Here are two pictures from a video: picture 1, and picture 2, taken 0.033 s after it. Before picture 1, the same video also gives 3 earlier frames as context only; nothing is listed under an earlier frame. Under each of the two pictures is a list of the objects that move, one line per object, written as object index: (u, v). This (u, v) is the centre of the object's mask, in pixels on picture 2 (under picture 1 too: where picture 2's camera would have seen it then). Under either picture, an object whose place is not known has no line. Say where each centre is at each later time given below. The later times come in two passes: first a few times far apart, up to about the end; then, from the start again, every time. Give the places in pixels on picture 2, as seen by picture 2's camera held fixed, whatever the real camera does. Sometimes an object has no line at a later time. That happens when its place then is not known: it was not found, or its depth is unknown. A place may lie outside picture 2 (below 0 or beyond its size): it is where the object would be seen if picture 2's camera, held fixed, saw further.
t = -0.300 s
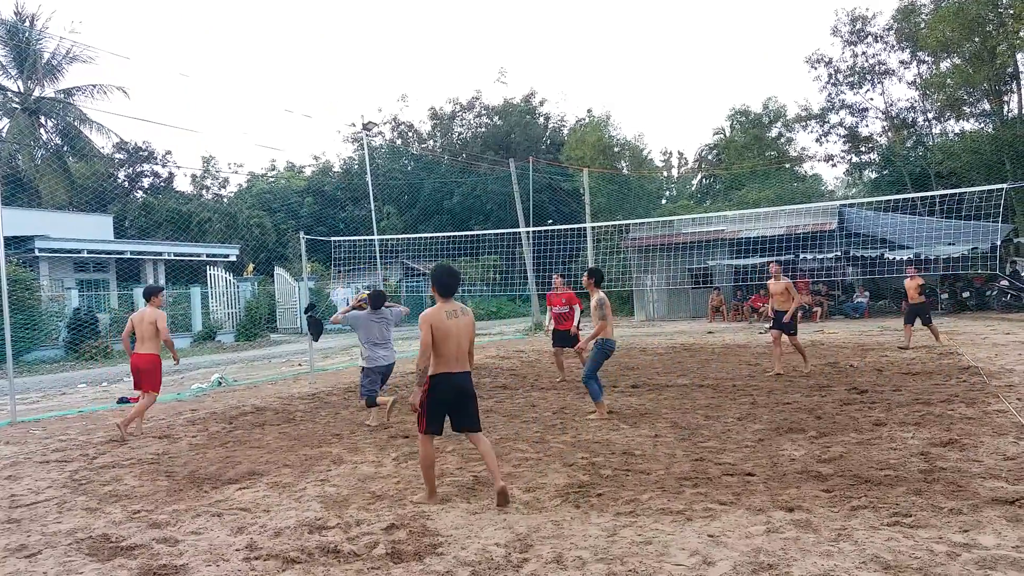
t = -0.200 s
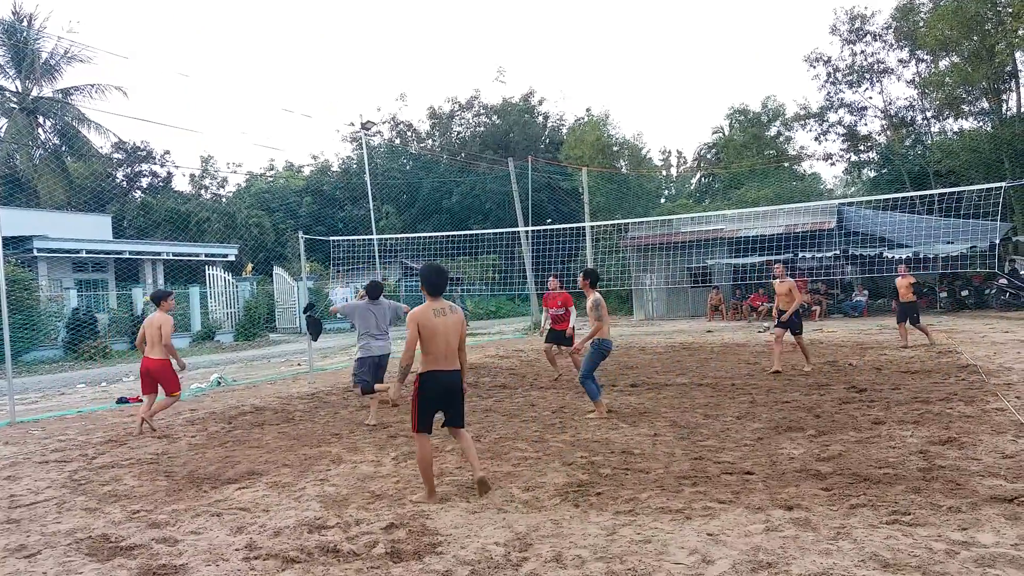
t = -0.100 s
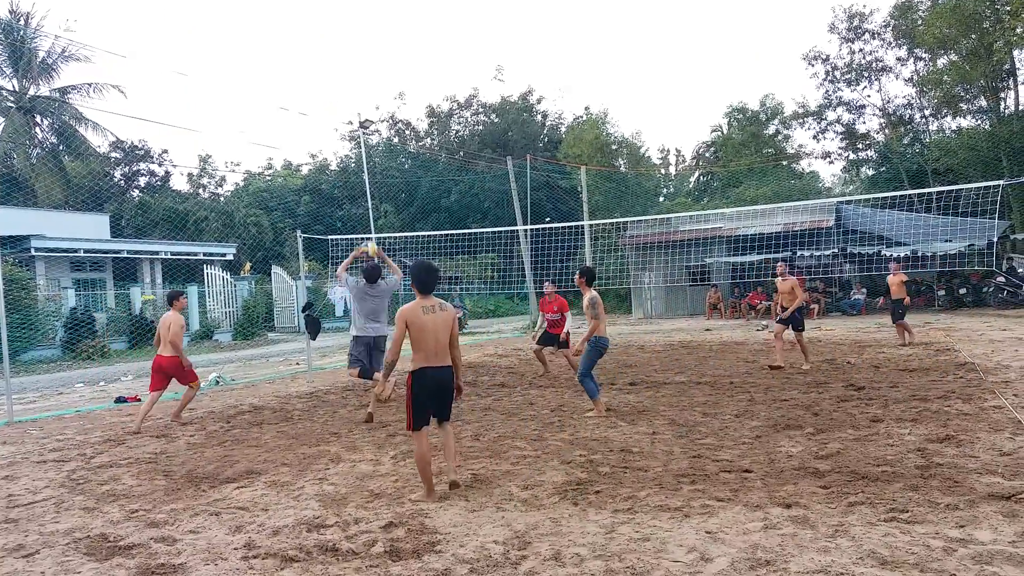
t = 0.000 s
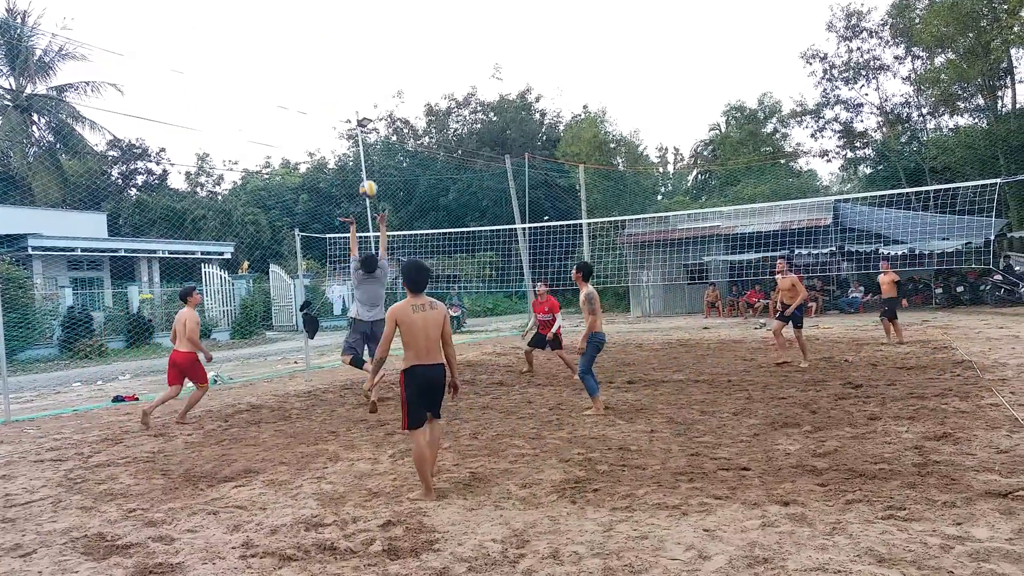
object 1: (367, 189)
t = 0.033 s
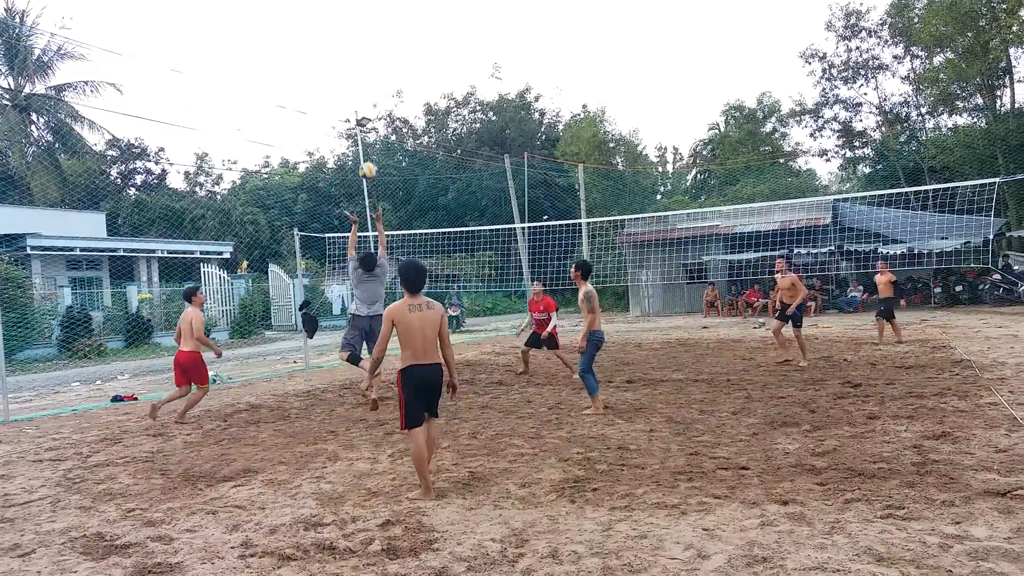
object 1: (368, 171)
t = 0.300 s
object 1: (375, 71)
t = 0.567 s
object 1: (387, 37)
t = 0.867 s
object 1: (405, 63)
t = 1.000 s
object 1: (413, 94)
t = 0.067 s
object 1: (368, 154)
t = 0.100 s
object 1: (369, 139)
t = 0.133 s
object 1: (369, 126)
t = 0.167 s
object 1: (371, 113)
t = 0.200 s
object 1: (372, 101)
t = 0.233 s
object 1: (373, 90)
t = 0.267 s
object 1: (374, 80)
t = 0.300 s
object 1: (375, 71)
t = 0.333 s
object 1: (376, 64)
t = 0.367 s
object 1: (378, 57)
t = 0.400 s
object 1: (379, 51)
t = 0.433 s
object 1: (381, 46)
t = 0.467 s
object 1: (382, 43)
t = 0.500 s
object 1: (384, 40)
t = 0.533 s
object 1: (385, 38)
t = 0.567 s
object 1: (387, 37)
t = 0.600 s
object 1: (389, 37)
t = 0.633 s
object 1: (391, 37)
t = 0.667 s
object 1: (393, 39)
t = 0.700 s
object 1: (395, 41)
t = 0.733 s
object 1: (397, 44)
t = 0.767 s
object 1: (399, 47)
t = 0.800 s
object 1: (401, 52)
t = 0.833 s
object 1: (403, 57)
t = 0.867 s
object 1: (405, 63)
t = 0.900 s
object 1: (407, 70)
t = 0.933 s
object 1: (409, 77)
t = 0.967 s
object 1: (411, 85)
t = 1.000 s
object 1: (413, 94)
